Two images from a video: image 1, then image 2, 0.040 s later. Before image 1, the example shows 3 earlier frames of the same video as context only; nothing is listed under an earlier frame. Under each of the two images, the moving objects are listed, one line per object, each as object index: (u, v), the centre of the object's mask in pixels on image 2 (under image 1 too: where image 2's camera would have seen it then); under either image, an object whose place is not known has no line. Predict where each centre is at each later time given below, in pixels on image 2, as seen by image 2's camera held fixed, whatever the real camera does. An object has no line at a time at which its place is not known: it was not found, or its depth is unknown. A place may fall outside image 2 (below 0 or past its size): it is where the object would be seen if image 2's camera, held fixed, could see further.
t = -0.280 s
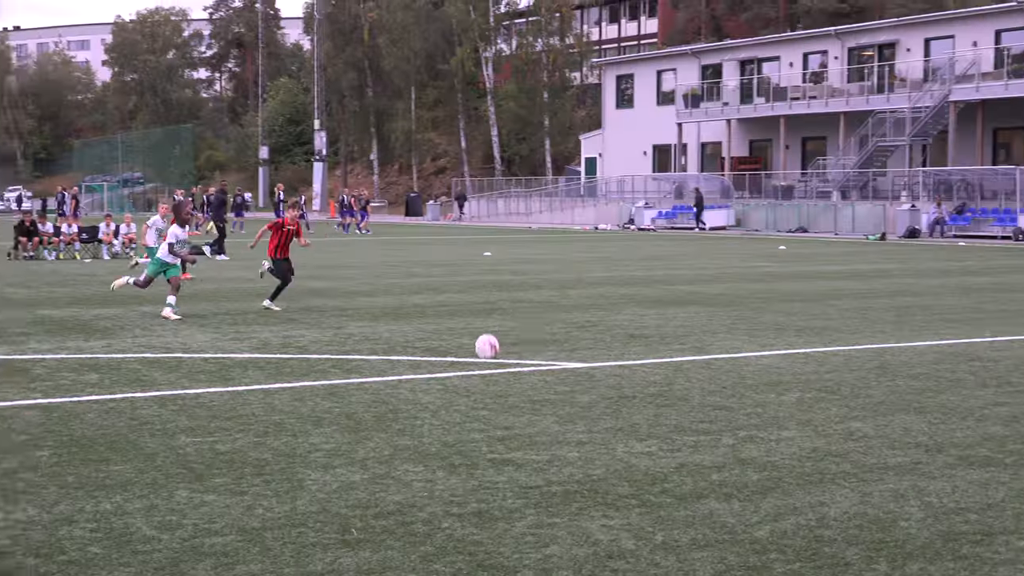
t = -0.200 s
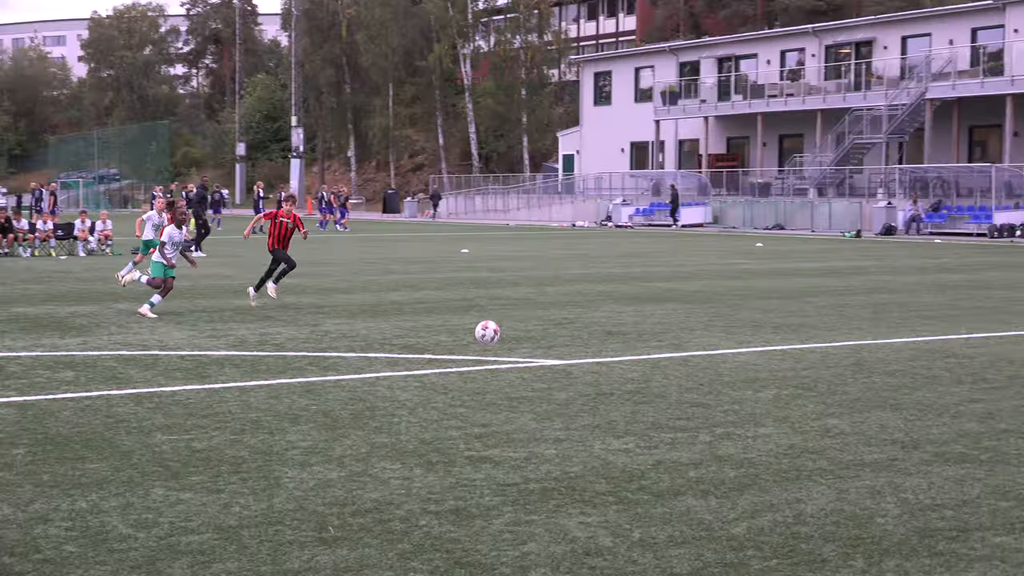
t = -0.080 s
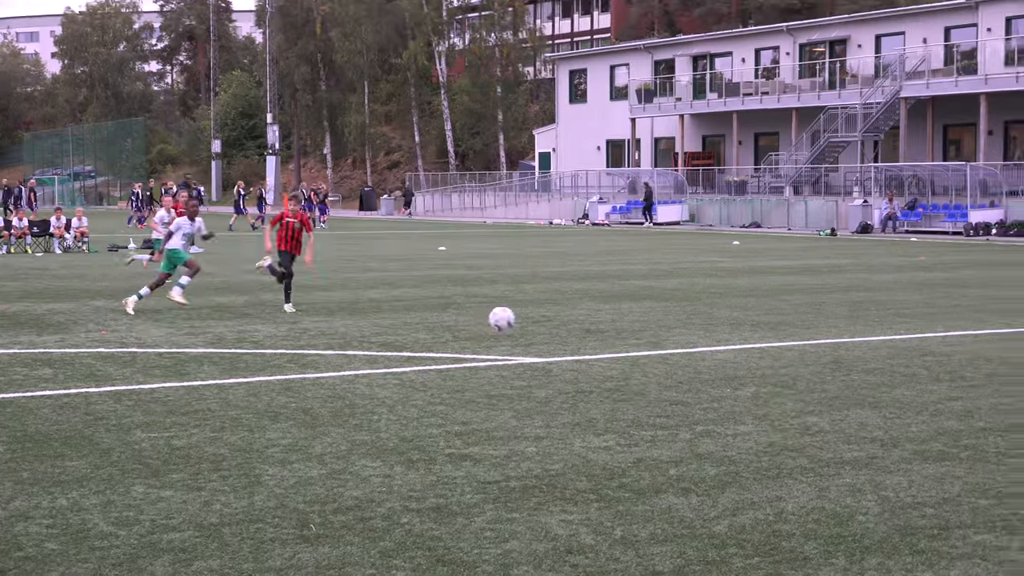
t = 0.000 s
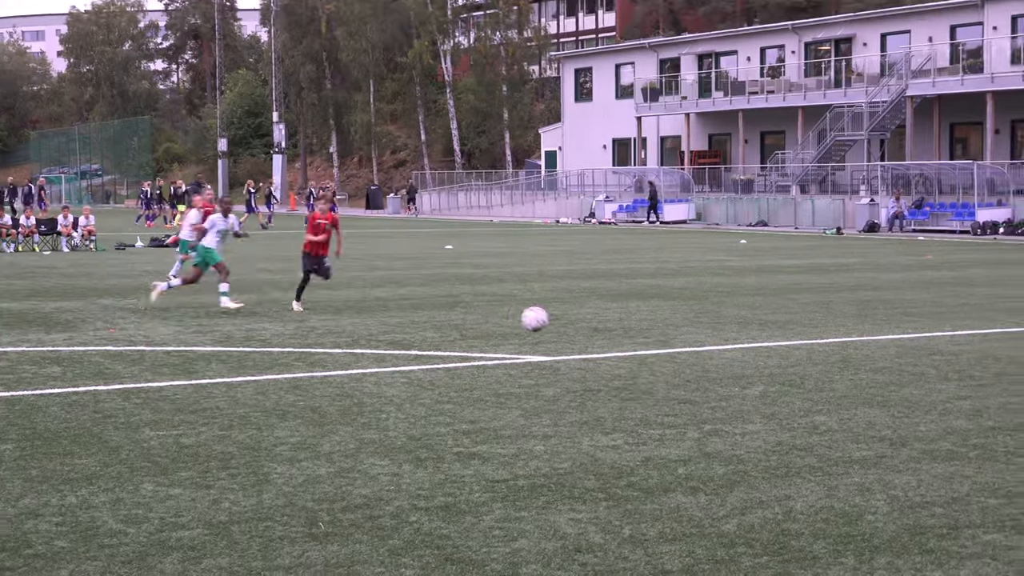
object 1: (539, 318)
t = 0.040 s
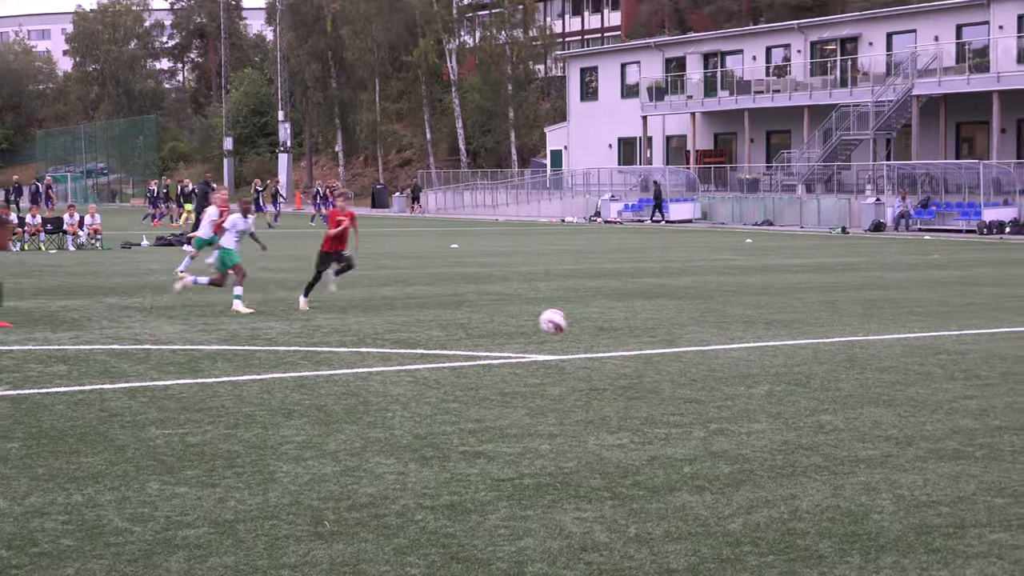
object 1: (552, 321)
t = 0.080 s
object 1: (566, 327)
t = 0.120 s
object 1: (579, 335)
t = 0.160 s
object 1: (593, 345)
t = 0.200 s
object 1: (606, 358)
